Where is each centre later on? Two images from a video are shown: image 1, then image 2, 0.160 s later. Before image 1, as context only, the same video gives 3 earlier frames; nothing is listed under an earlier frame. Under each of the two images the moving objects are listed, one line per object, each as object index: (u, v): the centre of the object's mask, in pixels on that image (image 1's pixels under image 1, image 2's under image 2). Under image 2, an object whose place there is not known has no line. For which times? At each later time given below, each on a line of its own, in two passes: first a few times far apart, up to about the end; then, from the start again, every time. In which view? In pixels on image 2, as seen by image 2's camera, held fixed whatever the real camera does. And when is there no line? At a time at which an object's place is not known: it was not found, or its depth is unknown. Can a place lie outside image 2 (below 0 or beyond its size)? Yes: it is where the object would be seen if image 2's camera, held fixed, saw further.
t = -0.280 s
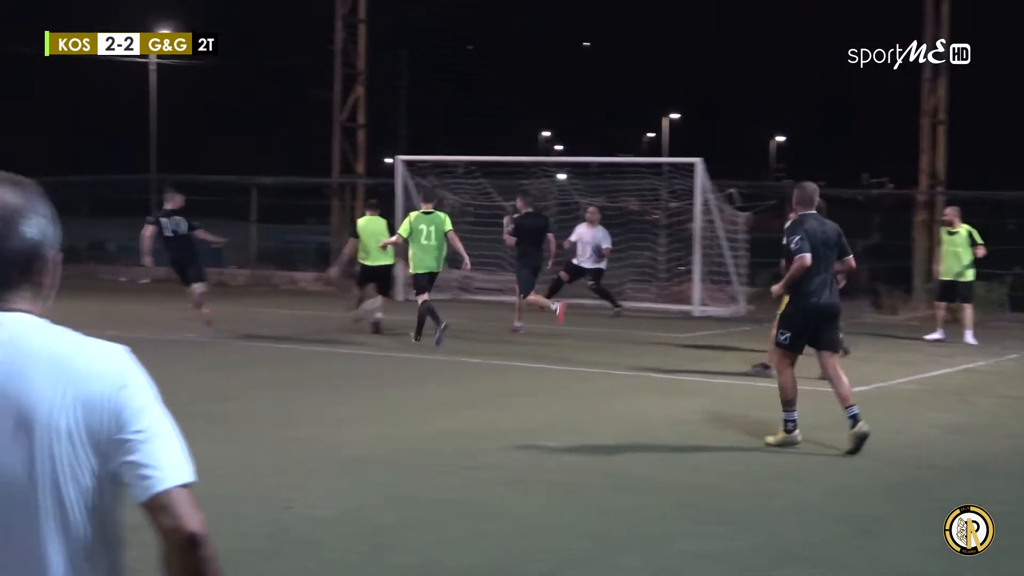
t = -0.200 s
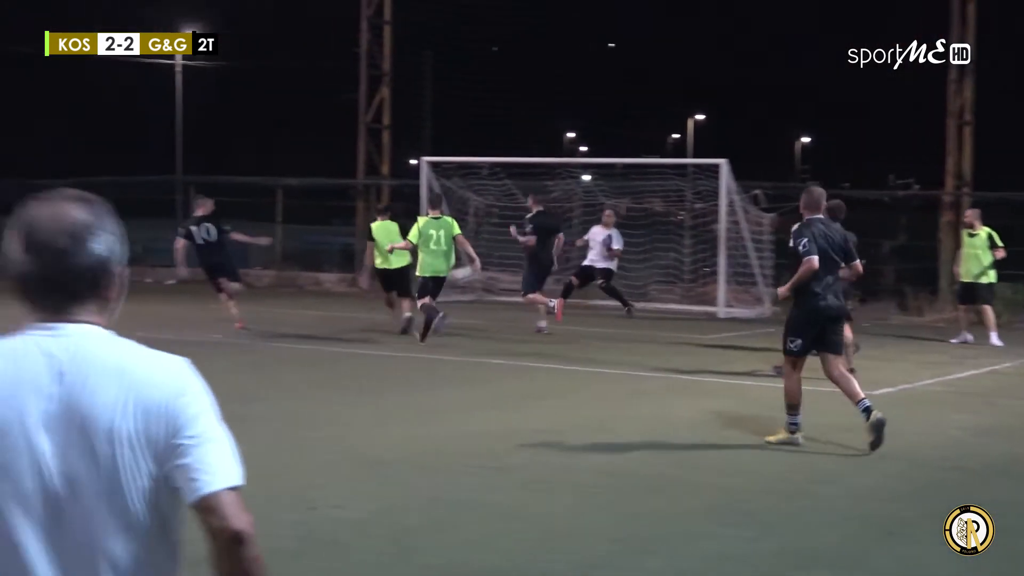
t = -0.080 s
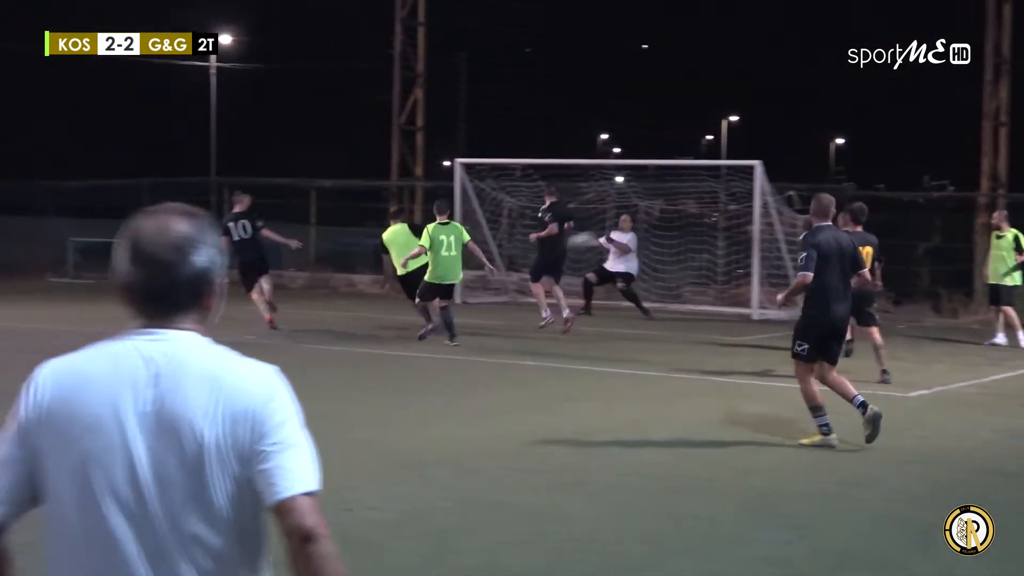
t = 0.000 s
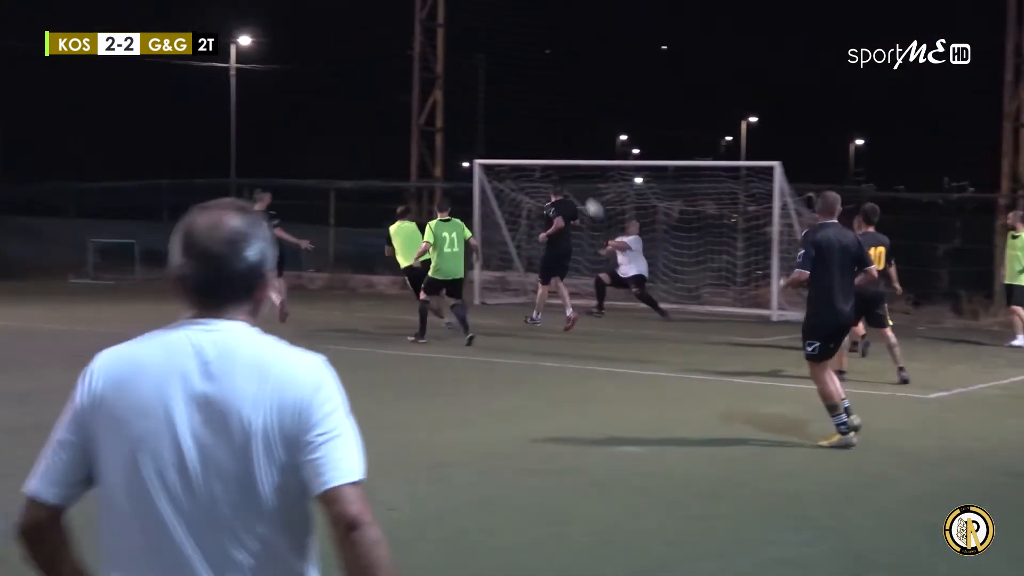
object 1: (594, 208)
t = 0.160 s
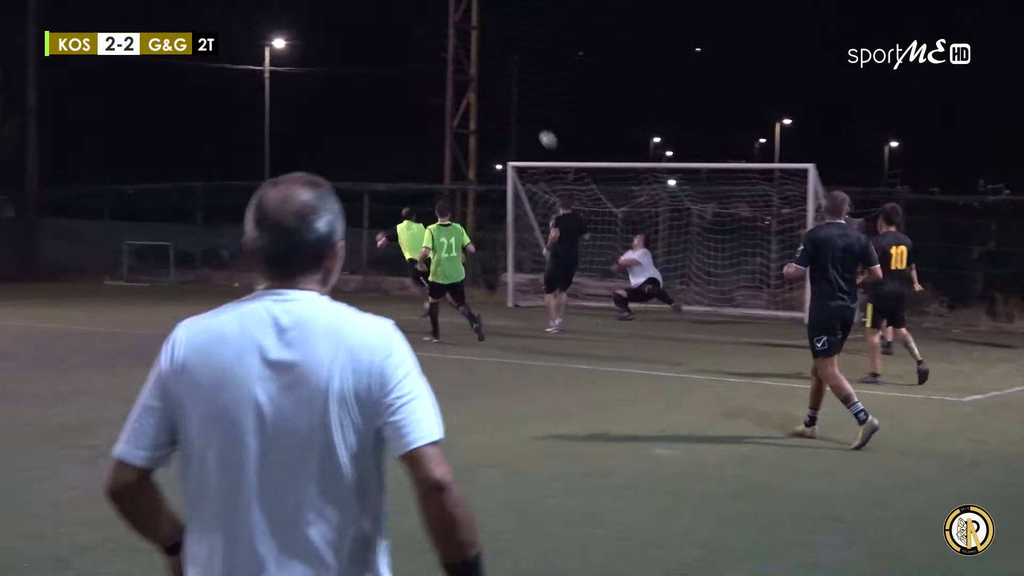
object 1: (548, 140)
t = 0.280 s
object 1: (499, 99)
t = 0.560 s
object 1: (387, 45)
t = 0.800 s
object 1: (299, 40)
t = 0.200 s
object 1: (531, 124)
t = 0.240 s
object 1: (515, 111)
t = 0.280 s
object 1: (499, 99)
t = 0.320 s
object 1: (482, 88)
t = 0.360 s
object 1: (465, 77)
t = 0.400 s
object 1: (449, 69)
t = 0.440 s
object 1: (433, 62)
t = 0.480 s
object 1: (416, 54)
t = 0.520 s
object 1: (402, 49)
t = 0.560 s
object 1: (387, 45)
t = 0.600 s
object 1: (371, 41)
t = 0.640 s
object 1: (354, 39)
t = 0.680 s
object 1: (341, 37)
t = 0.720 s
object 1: (327, 37)
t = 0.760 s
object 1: (315, 38)
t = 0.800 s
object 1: (299, 40)
